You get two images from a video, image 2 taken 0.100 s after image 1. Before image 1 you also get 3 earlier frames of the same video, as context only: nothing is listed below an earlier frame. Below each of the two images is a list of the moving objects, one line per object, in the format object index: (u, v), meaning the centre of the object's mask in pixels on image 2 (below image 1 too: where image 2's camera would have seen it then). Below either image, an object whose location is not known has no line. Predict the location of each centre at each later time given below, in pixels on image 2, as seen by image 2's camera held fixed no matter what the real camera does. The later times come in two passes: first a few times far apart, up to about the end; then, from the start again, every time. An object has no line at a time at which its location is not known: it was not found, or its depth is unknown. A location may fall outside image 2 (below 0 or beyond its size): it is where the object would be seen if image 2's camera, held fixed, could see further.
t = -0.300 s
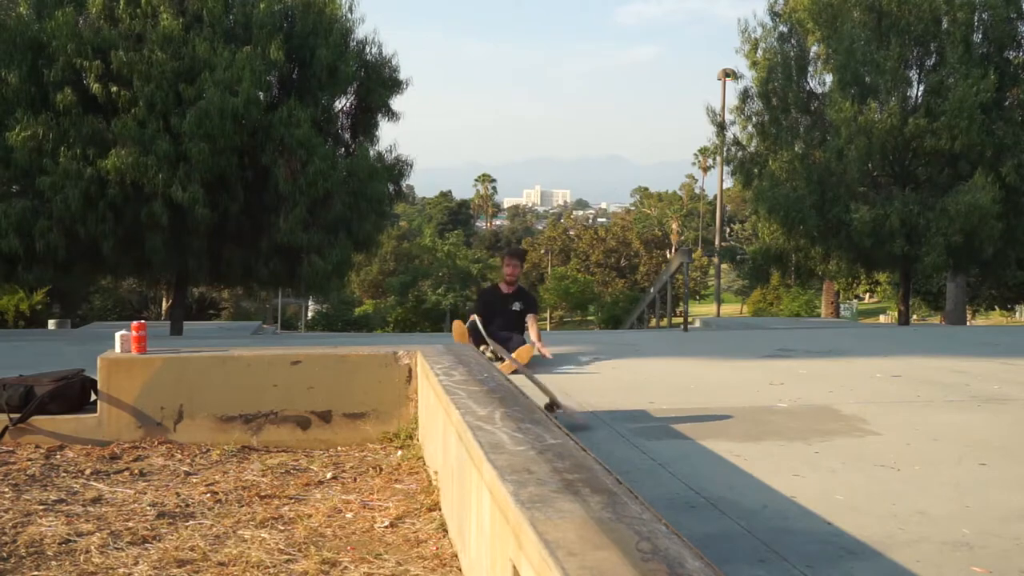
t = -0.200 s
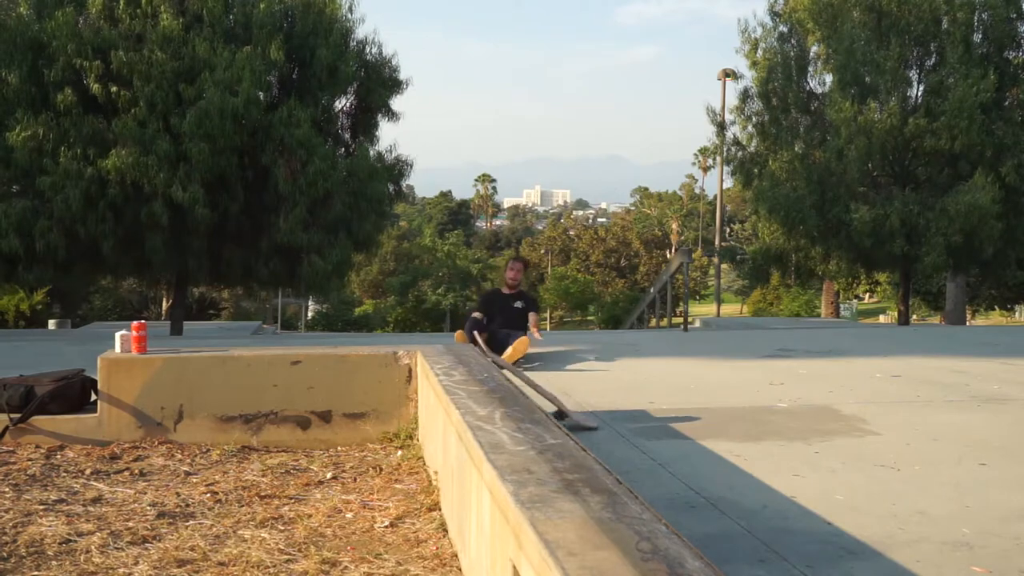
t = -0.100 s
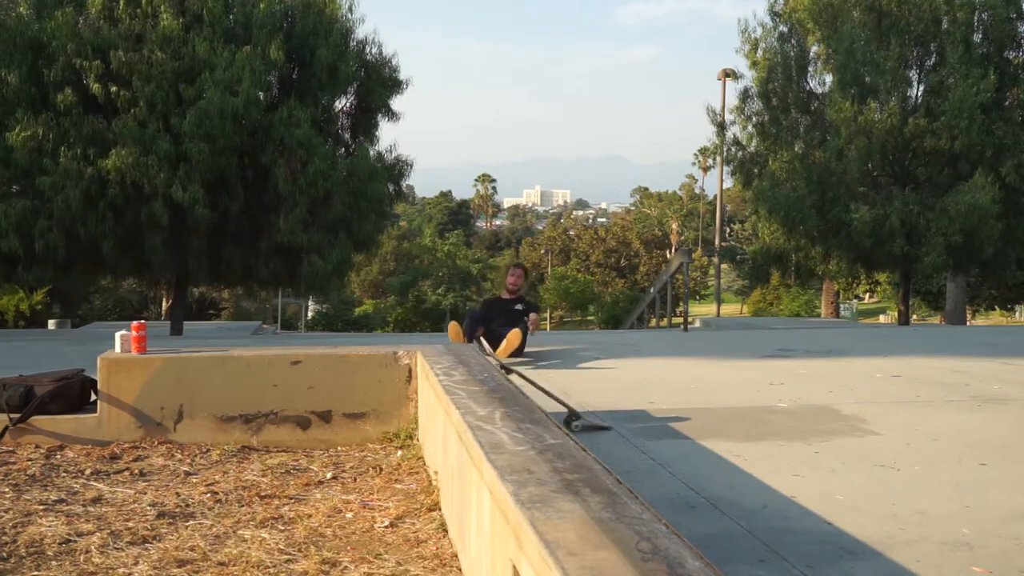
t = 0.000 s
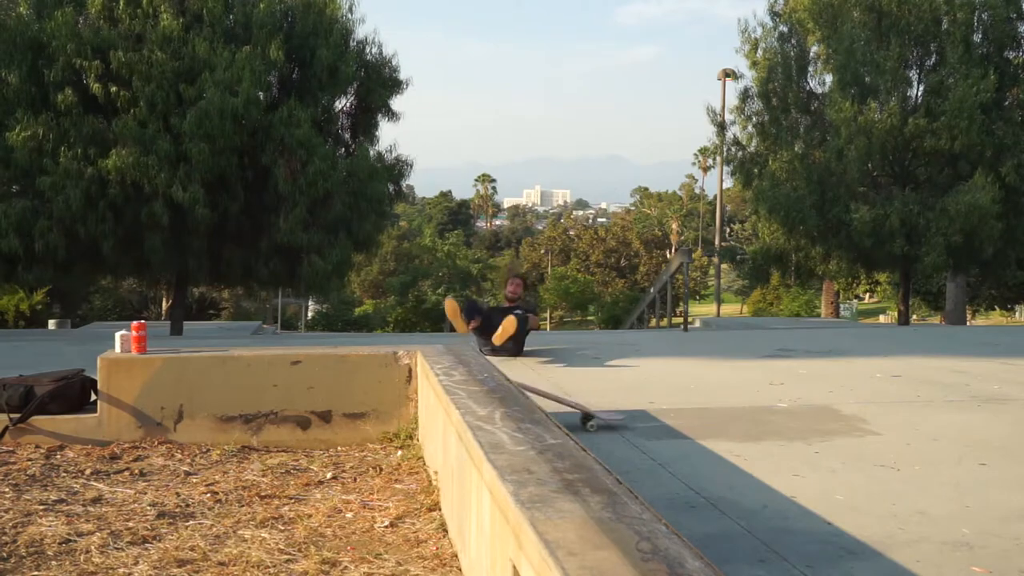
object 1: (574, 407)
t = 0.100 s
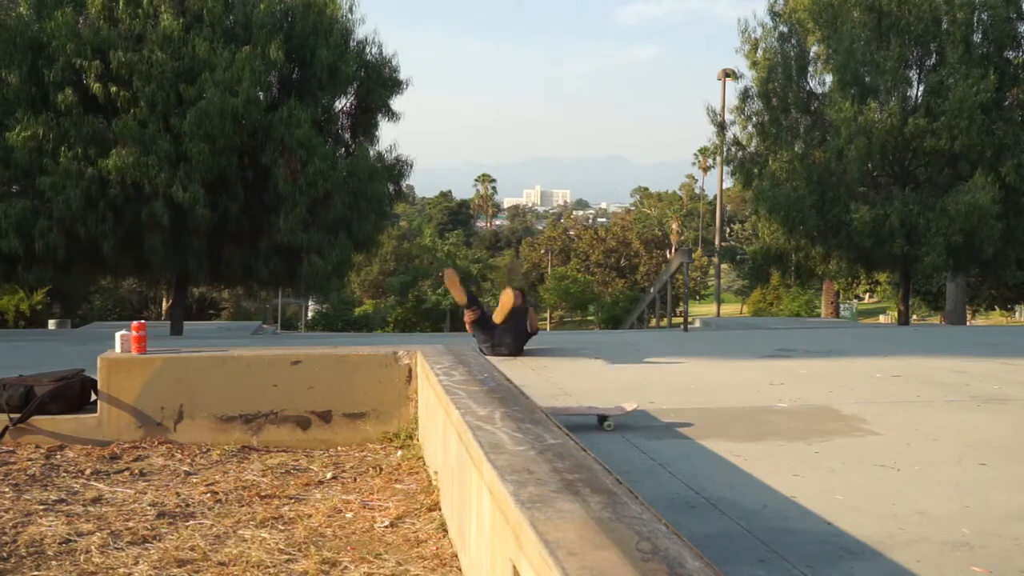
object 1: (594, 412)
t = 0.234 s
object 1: (601, 410)
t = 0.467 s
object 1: (617, 412)
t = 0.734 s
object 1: (632, 413)
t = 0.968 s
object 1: (652, 412)
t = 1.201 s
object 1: (670, 412)
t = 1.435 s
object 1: (686, 411)
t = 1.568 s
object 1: (694, 411)
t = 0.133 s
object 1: (596, 412)
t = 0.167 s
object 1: (596, 411)
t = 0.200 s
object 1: (599, 410)
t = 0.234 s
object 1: (601, 410)
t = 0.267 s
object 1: (605, 411)
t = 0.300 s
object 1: (610, 412)
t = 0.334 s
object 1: (612, 412)
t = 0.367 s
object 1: (612, 412)
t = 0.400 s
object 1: (615, 412)
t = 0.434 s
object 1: (617, 412)
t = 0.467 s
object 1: (617, 412)
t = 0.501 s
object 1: (617, 413)
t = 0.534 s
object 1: (617, 413)
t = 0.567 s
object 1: (618, 413)
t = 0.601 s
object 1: (621, 413)
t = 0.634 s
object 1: (623, 413)
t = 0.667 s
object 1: (626, 413)
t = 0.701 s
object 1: (629, 413)
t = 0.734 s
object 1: (632, 413)
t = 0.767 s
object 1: (635, 413)
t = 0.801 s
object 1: (638, 413)
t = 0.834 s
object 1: (641, 412)
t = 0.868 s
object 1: (644, 412)
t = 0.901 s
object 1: (647, 412)
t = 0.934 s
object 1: (649, 412)
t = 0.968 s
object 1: (652, 412)
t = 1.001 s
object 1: (654, 412)
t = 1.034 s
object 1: (657, 412)
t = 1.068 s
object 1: (660, 412)
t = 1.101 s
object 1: (662, 412)
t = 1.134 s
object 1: (665, 412)
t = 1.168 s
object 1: (668, 412)
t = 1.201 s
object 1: (670, 412)
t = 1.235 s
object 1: (672, 412)
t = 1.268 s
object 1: (675, 411)
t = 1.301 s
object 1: (677, 411)
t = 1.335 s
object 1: (680, 411)
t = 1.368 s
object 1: (682, 411)
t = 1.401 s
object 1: (684, 411)
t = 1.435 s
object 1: (686, 411)
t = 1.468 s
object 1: (689, 411)
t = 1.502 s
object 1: (691, 411)
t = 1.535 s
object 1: (693, 411)
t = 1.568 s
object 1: (694, 411)
